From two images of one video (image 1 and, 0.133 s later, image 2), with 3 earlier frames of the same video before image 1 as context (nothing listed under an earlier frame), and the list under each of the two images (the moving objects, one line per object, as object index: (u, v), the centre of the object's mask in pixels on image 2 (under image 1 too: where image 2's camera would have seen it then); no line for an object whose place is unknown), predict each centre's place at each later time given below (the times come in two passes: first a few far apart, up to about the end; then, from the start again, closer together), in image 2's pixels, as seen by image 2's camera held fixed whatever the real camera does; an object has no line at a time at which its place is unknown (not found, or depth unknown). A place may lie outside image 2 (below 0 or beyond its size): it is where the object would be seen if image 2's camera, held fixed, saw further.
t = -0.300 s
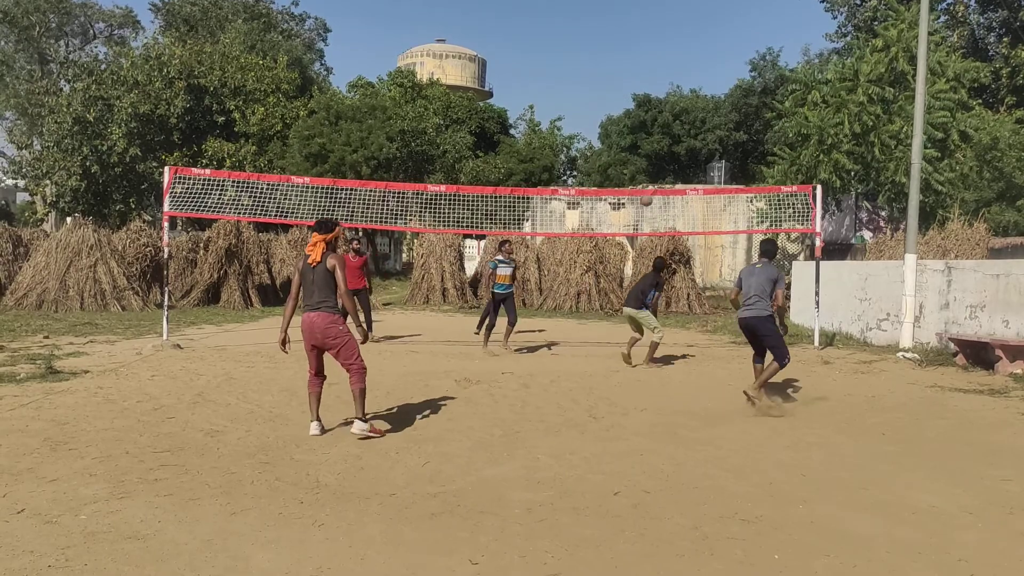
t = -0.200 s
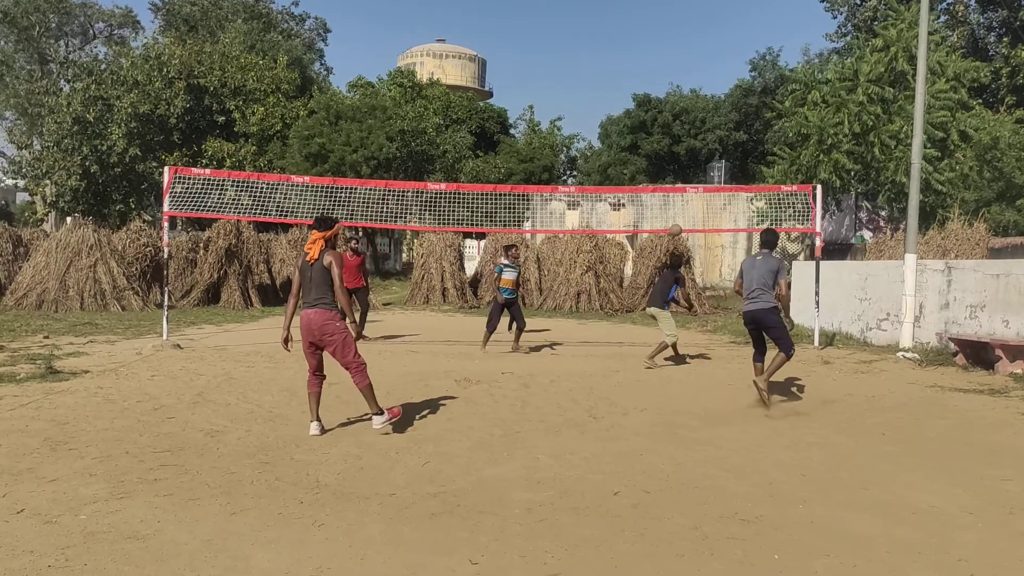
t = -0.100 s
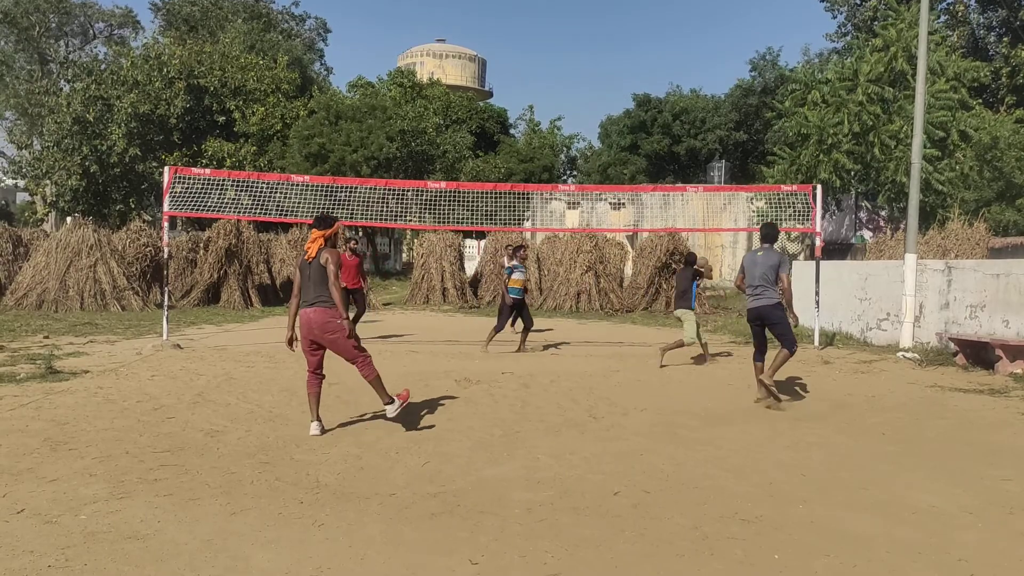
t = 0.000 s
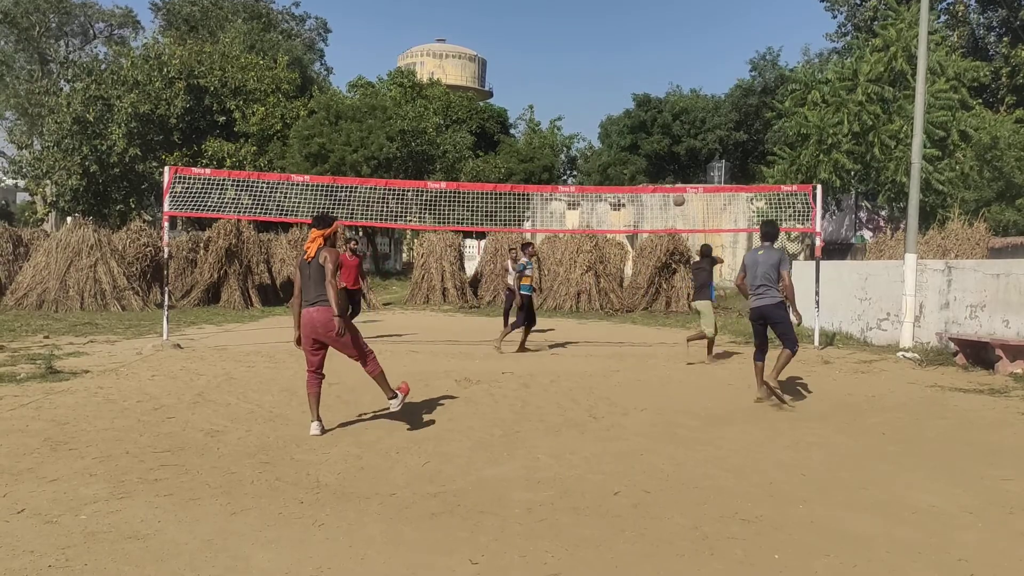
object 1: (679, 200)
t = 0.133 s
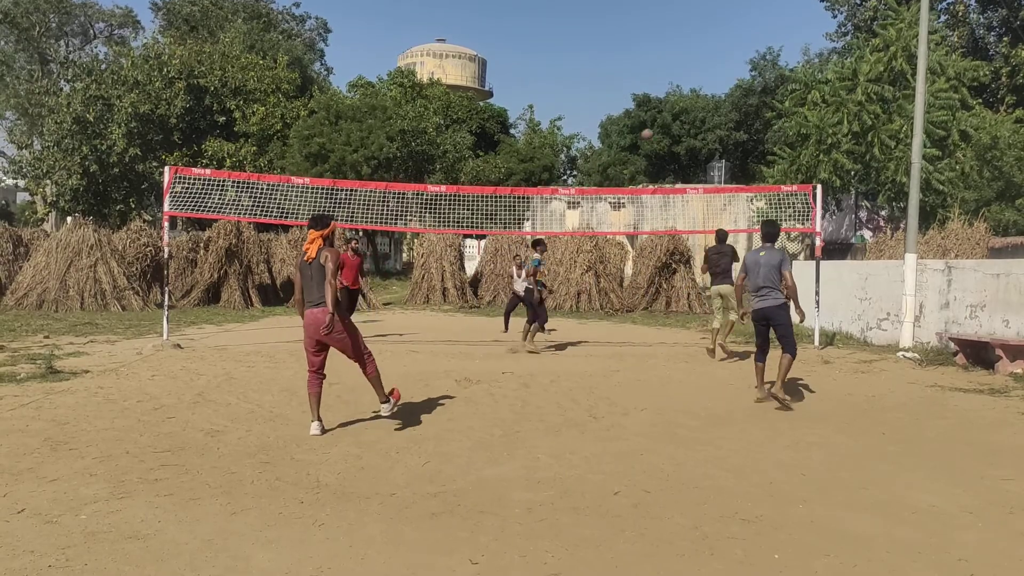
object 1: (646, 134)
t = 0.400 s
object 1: (588, 51)
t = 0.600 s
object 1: (547, 24)
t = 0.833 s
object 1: (502, 24)
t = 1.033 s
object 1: (466, 47)
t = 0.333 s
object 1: (602, 67)
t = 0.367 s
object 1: (595, 59)
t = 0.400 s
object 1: (588, 51)
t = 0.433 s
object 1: (581, 44)
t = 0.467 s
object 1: (574, 39)
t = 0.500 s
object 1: (567, 34)
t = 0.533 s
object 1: (560, 30)
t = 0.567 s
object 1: (554, 27)
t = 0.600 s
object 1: (547, 24)
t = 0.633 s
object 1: (540, 22)
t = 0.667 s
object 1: (533, 21)
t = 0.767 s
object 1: (514, 21)
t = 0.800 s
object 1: (508, 22)
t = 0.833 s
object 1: (502, 24)
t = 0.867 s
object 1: (495, 26)
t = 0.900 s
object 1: (489, 29)
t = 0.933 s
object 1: (483, 33)
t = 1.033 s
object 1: (466, 47)
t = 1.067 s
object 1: (459, 52)
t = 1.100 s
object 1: (454, 58)
